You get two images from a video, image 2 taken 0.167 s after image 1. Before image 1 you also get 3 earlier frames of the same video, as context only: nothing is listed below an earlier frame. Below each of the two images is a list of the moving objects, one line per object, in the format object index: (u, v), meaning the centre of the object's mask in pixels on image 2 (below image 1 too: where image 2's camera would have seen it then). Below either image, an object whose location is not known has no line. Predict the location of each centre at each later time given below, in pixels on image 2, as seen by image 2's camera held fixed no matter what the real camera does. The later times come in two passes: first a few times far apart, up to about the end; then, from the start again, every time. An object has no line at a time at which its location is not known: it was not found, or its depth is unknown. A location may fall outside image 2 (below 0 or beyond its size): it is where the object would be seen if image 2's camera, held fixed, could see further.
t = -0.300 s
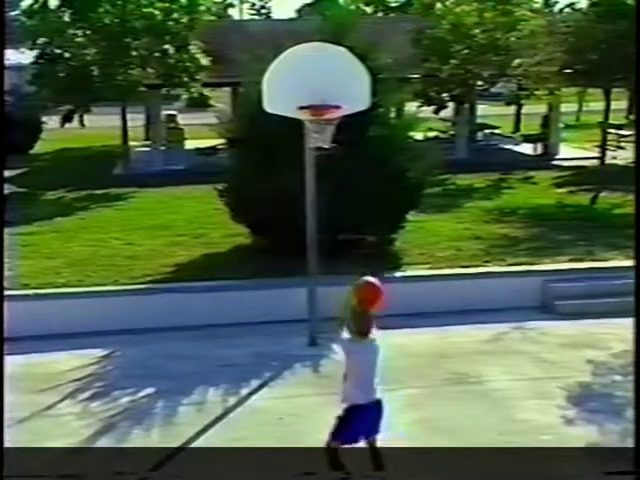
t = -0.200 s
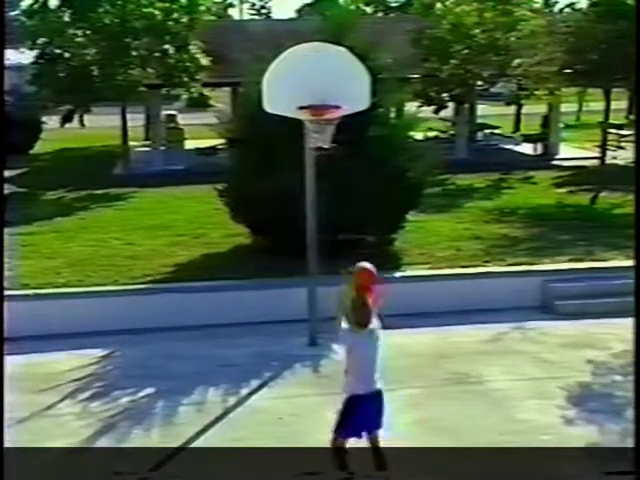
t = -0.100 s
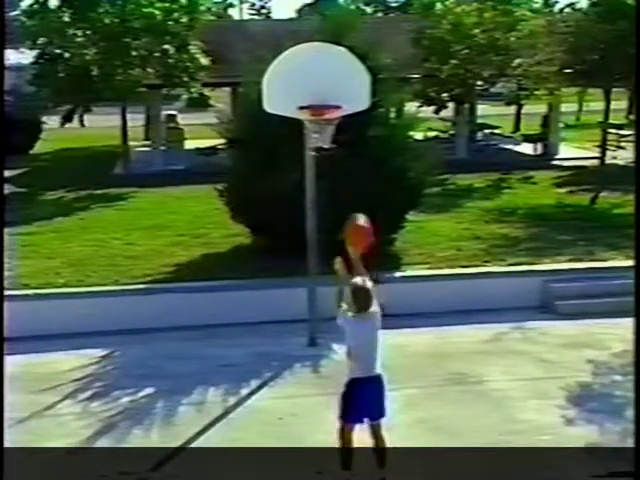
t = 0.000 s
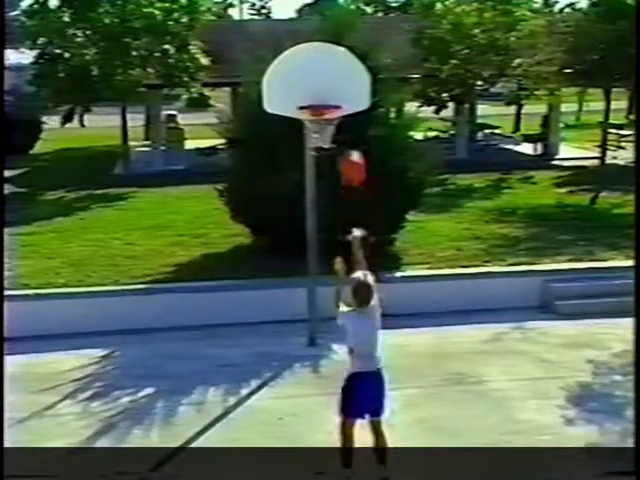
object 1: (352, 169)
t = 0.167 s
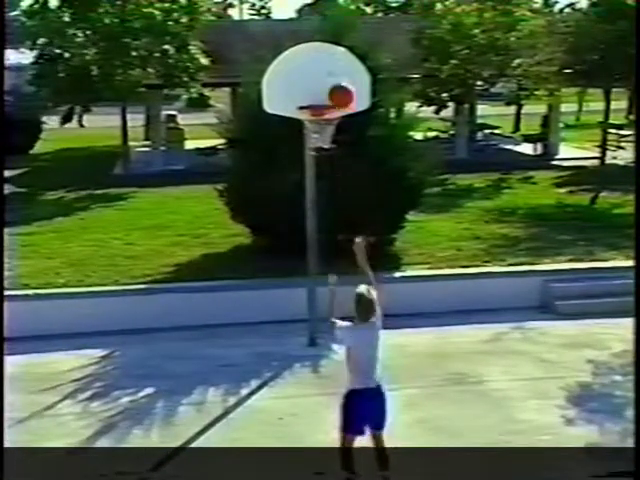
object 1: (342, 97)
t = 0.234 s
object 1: (338, 79)
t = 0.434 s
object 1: (330, 58)
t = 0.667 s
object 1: (320, 83)
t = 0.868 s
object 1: (320, 133)
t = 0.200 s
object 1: (340, 87)
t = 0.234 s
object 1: (338, 79)
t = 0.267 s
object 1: (338, 73)
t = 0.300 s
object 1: (335, 67)
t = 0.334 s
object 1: (334, 62)
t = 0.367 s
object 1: (333, 60)
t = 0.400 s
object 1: (331, 58)
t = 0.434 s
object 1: (330, 58)
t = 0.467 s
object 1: (329, 59)
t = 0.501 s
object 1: (326, 60)
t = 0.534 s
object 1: (325, 63)
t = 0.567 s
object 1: (324, 67)
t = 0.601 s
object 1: (323, 71)
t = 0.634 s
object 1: (322, 76)
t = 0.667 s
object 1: (320, 83)
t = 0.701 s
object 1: (319, 90)
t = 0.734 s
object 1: (316, 96)
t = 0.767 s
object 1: (315, 101)
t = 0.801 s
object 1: (315, 113)
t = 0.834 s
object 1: (318, 130)
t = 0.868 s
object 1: (320, 133)
